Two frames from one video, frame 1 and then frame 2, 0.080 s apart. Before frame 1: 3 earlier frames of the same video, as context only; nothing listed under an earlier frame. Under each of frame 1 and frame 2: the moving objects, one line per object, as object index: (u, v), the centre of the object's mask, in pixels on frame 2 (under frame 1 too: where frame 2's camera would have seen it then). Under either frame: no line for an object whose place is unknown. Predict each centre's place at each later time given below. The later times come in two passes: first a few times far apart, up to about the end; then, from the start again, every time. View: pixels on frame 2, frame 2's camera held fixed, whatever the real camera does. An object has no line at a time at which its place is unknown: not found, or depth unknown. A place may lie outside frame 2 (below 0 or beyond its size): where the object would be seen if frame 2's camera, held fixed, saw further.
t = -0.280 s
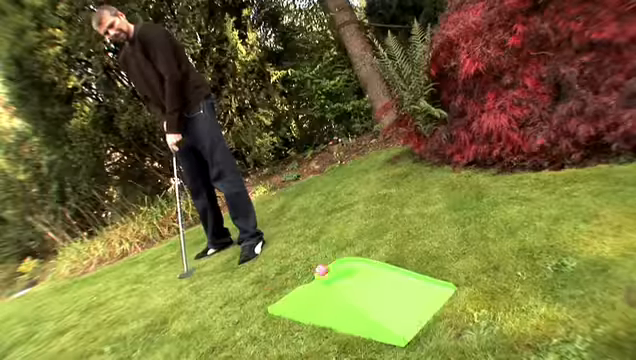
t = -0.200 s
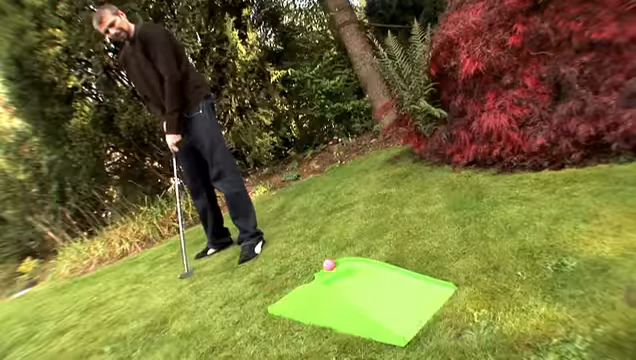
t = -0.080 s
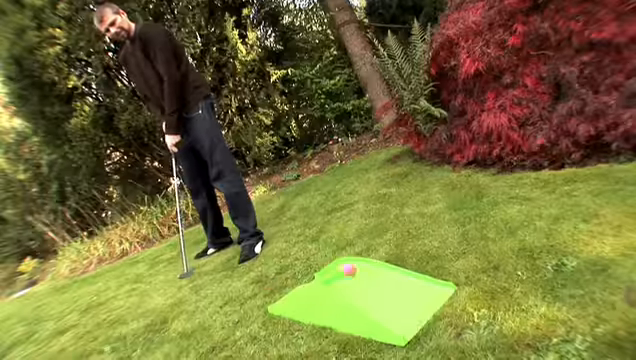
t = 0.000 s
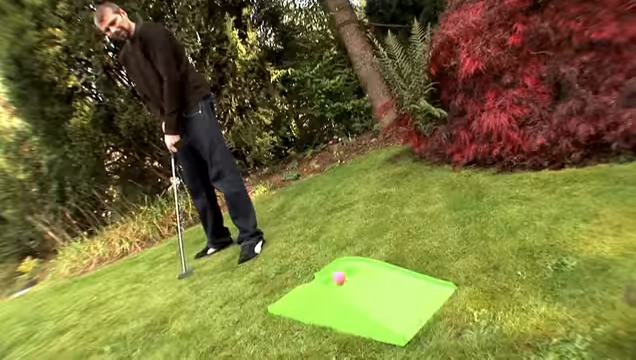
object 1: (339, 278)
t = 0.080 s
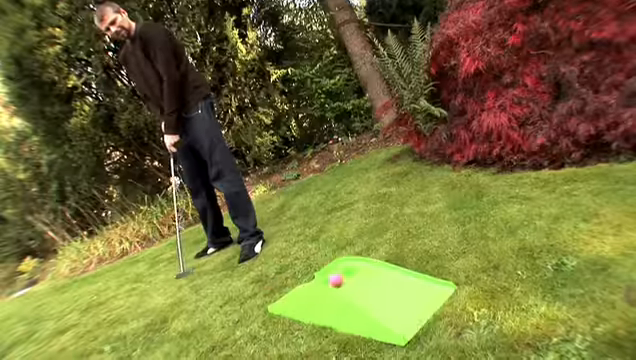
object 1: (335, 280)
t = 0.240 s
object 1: (345, 280)
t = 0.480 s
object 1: (381, 299)
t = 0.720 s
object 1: (459, 328)
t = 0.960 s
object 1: (520, 333)
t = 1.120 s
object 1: (530, 338)
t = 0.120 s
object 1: (338, 280)
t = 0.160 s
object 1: (340, 279)
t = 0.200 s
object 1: (342, 280)
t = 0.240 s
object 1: (345, 280)
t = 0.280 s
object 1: (349, 281)
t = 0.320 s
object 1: (353, 283)
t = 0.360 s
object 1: (358, 285)
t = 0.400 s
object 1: (365, 289)
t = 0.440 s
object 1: (372, 293)
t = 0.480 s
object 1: (381, 299)
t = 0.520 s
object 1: (392, 304)
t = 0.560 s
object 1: (404, 311)
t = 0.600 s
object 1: (418, 317)
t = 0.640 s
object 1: (433, 321)
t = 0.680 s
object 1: (445, 324)
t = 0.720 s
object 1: (459, 328)
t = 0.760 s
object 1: (471, 329)
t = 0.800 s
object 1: (482, 331)
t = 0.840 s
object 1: (495, 333)
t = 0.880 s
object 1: (505, 334)
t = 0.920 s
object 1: (514, 334)
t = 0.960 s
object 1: (520, 333)
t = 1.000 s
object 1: (523, 333)
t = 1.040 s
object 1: (526, 334)
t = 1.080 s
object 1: (529, 335)
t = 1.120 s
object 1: (530, 338)
